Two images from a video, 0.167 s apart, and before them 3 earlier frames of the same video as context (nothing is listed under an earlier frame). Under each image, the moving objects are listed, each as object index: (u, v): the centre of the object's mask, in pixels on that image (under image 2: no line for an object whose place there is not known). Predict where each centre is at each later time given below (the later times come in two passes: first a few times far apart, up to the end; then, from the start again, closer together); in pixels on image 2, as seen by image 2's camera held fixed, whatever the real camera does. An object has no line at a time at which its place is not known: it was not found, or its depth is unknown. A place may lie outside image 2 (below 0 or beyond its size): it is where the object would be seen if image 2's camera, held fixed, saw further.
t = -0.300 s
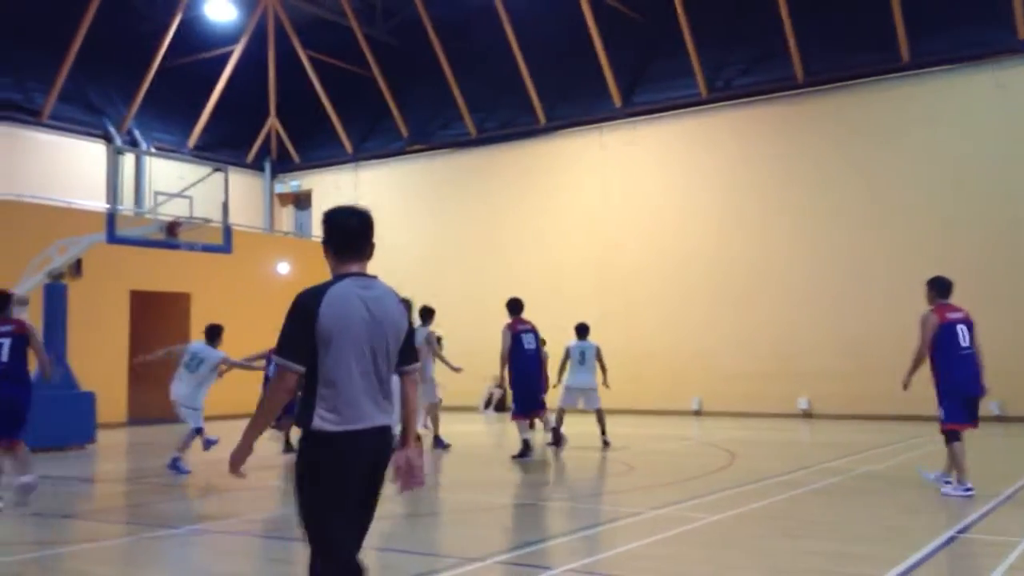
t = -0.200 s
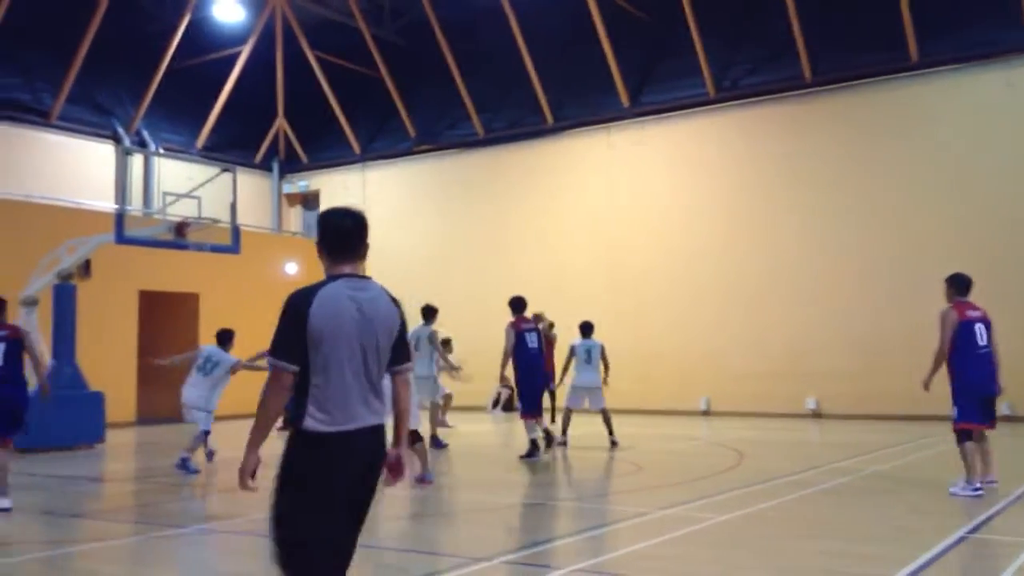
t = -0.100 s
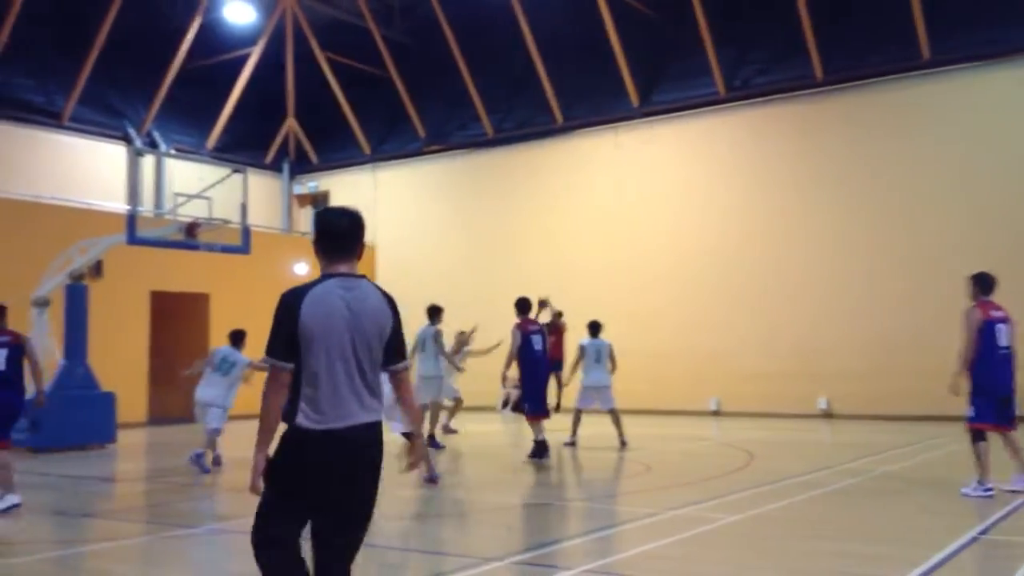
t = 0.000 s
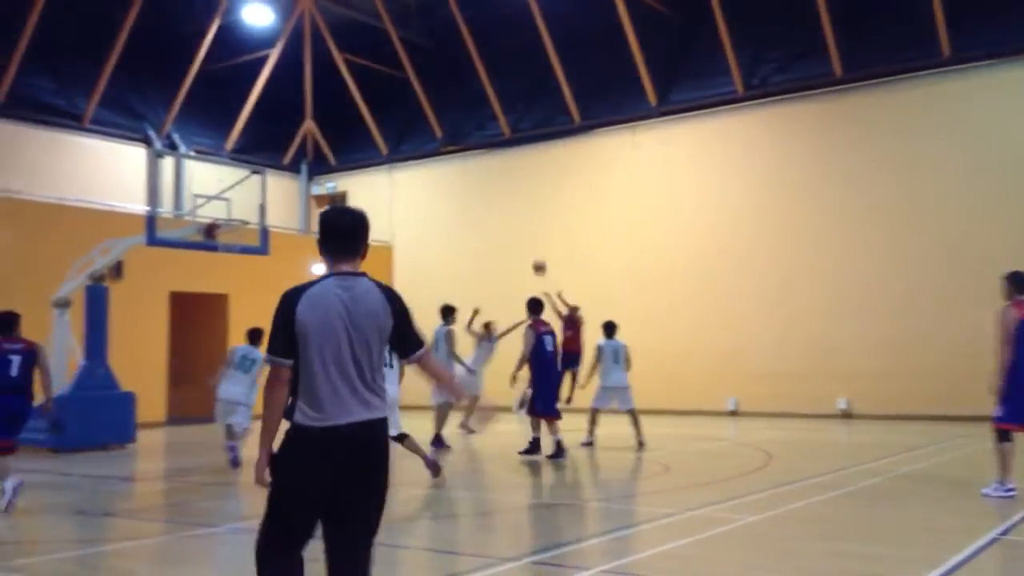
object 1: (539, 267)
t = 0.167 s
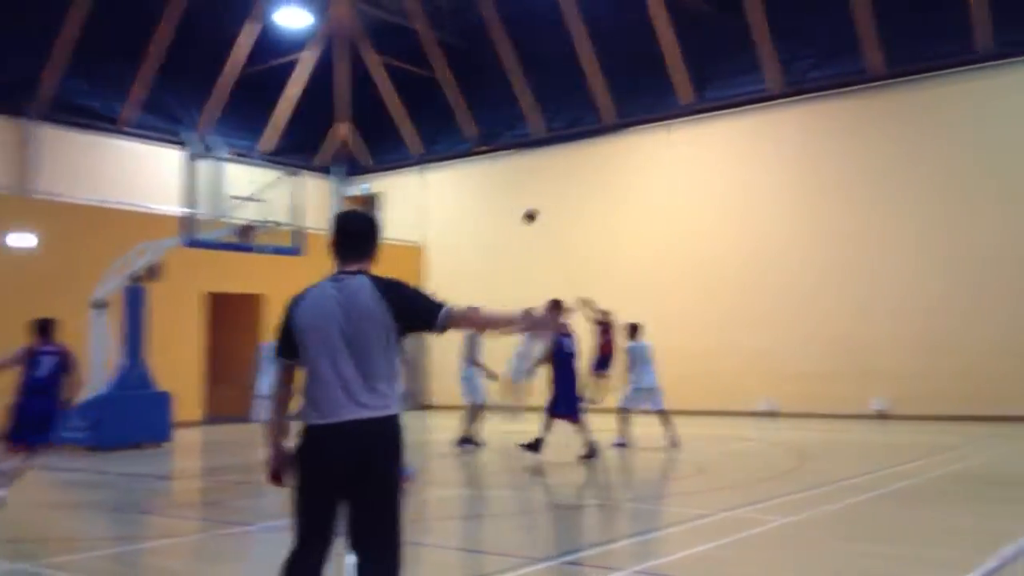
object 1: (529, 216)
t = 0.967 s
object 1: (309, 194)
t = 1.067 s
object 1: (277, 215)
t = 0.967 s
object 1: (309, 194)
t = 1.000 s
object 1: (296, 204)
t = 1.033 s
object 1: (286, 213)
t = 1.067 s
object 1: (277, 215)
